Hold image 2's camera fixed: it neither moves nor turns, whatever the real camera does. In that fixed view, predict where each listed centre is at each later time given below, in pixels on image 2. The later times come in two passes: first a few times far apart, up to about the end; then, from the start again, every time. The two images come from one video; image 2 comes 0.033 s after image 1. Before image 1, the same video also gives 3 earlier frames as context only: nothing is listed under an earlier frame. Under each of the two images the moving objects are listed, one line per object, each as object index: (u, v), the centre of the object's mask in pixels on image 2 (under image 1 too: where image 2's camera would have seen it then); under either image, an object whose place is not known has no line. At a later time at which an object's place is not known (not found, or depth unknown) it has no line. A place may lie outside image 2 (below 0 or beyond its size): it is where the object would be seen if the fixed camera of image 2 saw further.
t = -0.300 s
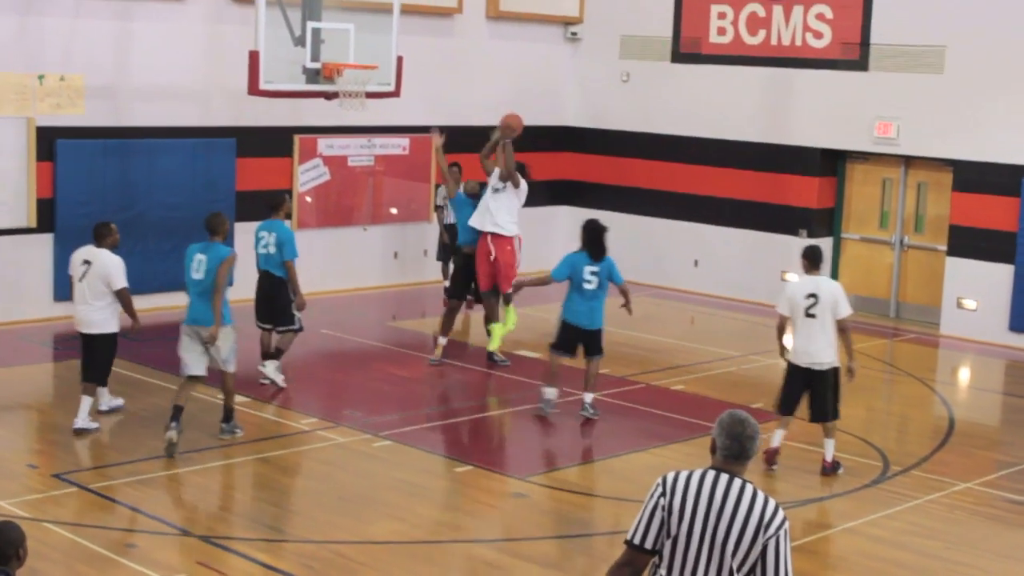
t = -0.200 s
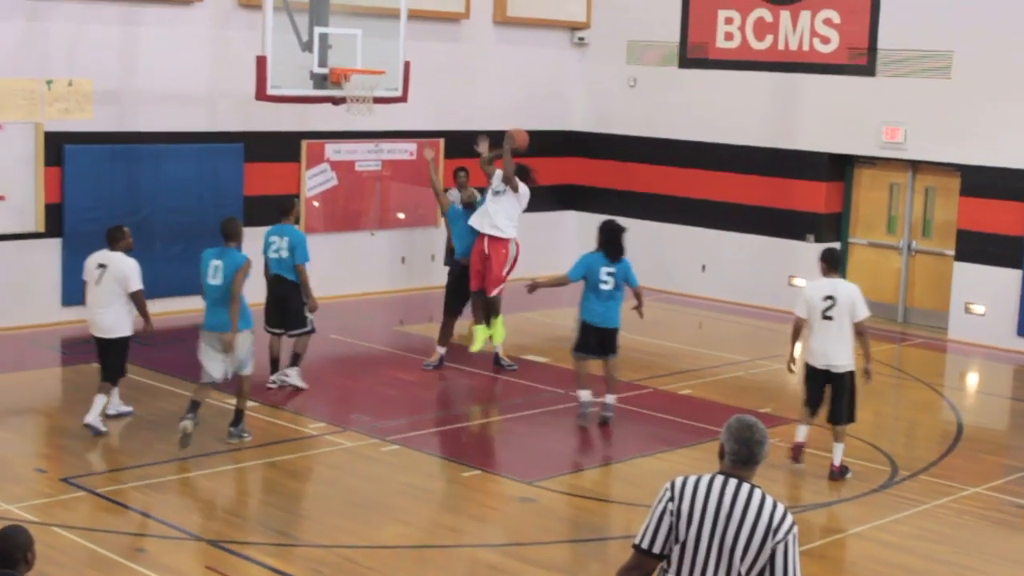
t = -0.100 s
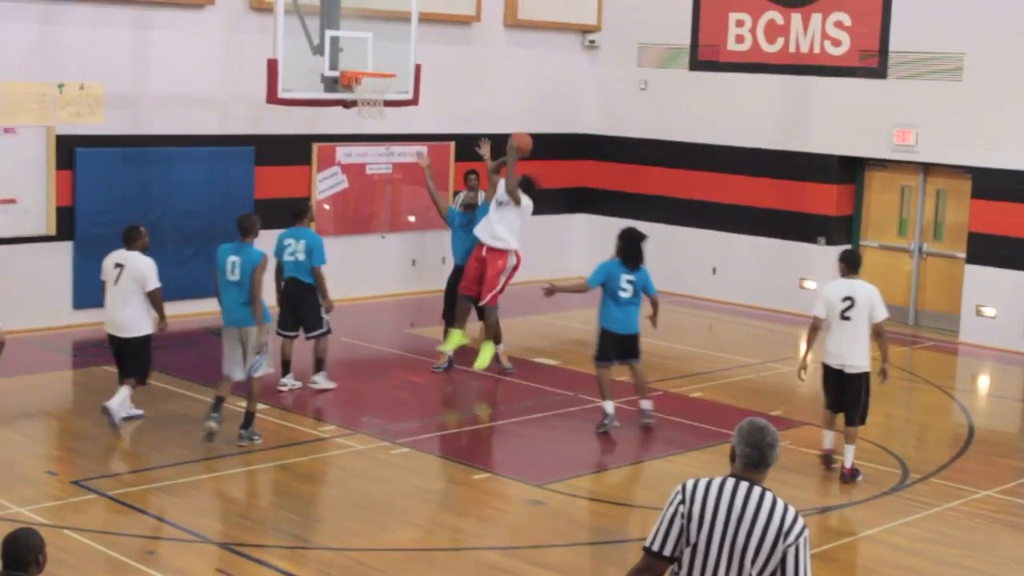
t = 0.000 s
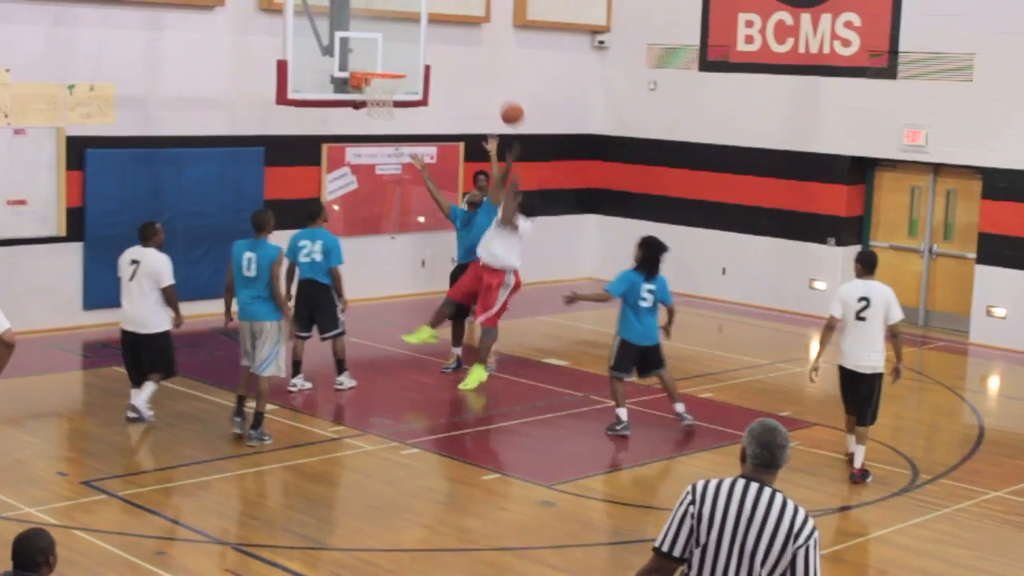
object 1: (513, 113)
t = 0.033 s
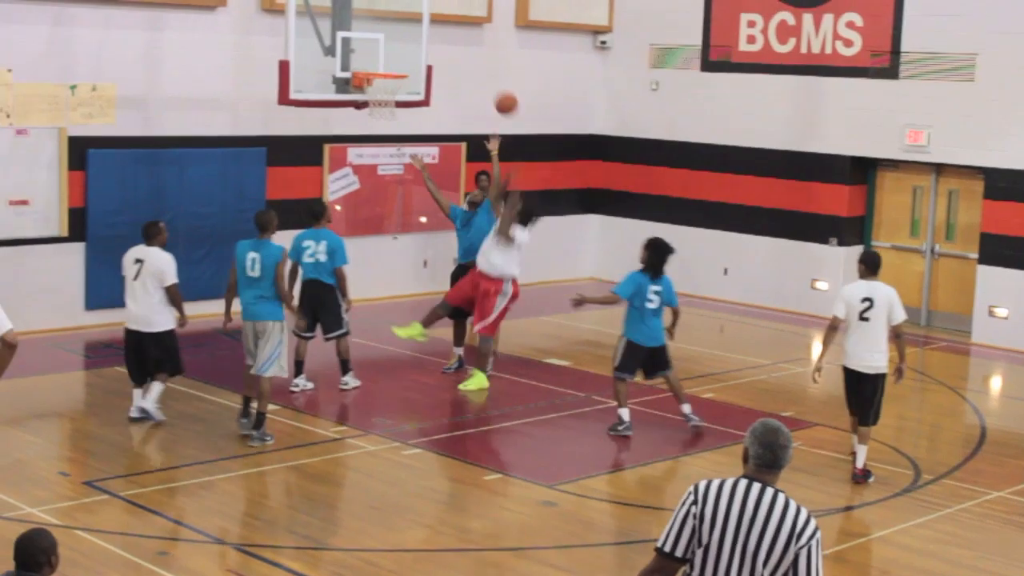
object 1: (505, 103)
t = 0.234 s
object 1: (459, 62)
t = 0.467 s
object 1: (406, 62)
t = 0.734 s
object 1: (387, 60)
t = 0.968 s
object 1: (386, 60)
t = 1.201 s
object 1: (391, 61)
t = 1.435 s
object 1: (393, 76)
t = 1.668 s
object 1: (388, 112)
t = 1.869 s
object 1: (376, 169)
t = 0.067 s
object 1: (498, 93)
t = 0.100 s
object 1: (490, 85)
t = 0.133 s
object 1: (482, 78)
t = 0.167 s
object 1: (475, 71)
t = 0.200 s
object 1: (467, 66)
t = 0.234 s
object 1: (459, 62)
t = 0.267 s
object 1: (451, 60)
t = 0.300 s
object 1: (443, 58)
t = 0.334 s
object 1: (436, 57)
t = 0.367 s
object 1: (428, 57)
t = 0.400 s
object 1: (420, 58)
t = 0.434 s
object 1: (412, 61)
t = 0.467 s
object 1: (406, 62)
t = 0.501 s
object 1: (404, 59)
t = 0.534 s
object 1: (401, 57)
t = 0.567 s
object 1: (399, 57)
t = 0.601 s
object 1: (396, 57)
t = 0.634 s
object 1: (394, 58)
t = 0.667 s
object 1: (392, 60)
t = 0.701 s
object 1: (389, 61)
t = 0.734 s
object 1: (387, 60)
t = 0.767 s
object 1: (384, 58)
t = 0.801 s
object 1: (382, 58)
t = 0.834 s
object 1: (381, 58)
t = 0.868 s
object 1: (382, 59)
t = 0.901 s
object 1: (383, 60)
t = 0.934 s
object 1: (385, 61)
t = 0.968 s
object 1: (386, 60)
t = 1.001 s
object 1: (386, 59)
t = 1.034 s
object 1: (387, 59)
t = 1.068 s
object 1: (388, 60)
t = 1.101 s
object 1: (388, 62)
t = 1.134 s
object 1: (389, 61)
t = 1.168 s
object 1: (390, 60)
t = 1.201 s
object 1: (391, 61)
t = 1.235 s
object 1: (392, 63)
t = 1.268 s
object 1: (392, 63)
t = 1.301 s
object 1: (392, 63)
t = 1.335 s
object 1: (392, 64)
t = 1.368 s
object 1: (393, 65)
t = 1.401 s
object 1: (392, 71)
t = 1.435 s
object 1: (393, 76)
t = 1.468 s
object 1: (393, 82)
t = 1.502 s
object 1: (392, 88)
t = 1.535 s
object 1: (393, 95)
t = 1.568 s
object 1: (392, 100)
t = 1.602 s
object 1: (391, 104)
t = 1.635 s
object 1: (390, 108)
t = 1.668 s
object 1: (388, 112)
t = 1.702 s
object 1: (386, 121)
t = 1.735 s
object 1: (384, 127)
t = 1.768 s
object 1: (383, 136)
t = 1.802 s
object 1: (381, 145)
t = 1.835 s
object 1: (379, 157)
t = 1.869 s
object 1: (376, 169)
